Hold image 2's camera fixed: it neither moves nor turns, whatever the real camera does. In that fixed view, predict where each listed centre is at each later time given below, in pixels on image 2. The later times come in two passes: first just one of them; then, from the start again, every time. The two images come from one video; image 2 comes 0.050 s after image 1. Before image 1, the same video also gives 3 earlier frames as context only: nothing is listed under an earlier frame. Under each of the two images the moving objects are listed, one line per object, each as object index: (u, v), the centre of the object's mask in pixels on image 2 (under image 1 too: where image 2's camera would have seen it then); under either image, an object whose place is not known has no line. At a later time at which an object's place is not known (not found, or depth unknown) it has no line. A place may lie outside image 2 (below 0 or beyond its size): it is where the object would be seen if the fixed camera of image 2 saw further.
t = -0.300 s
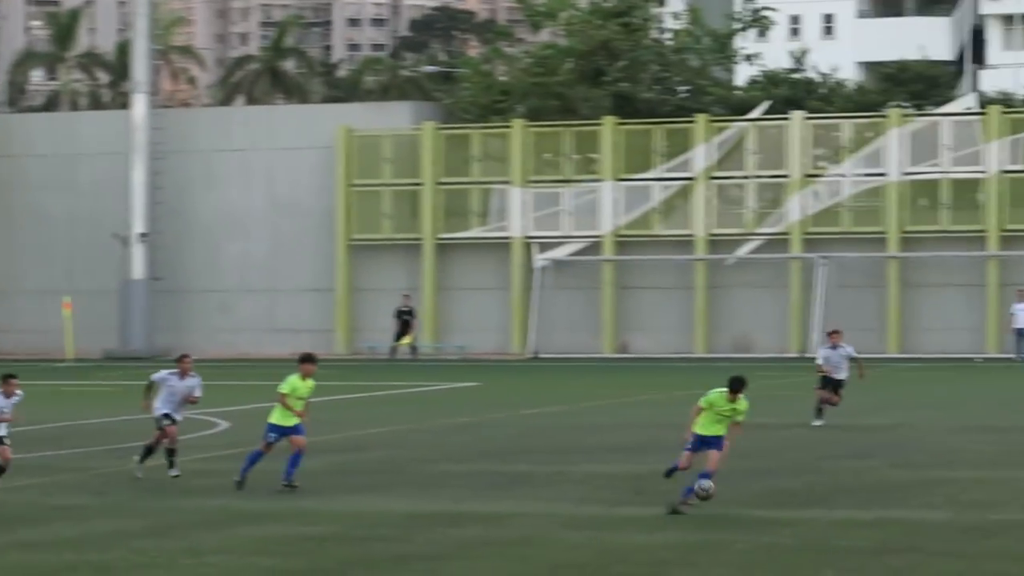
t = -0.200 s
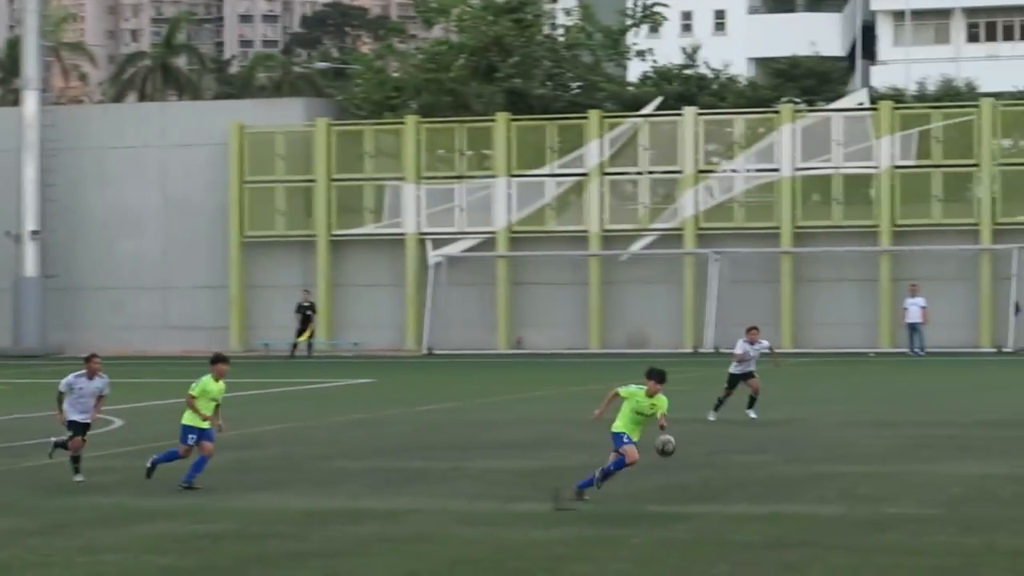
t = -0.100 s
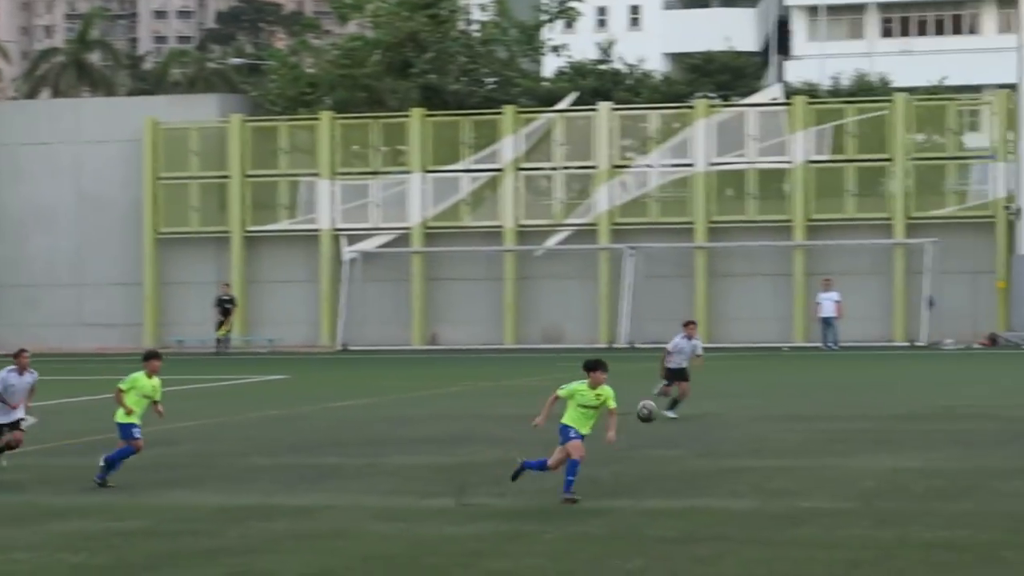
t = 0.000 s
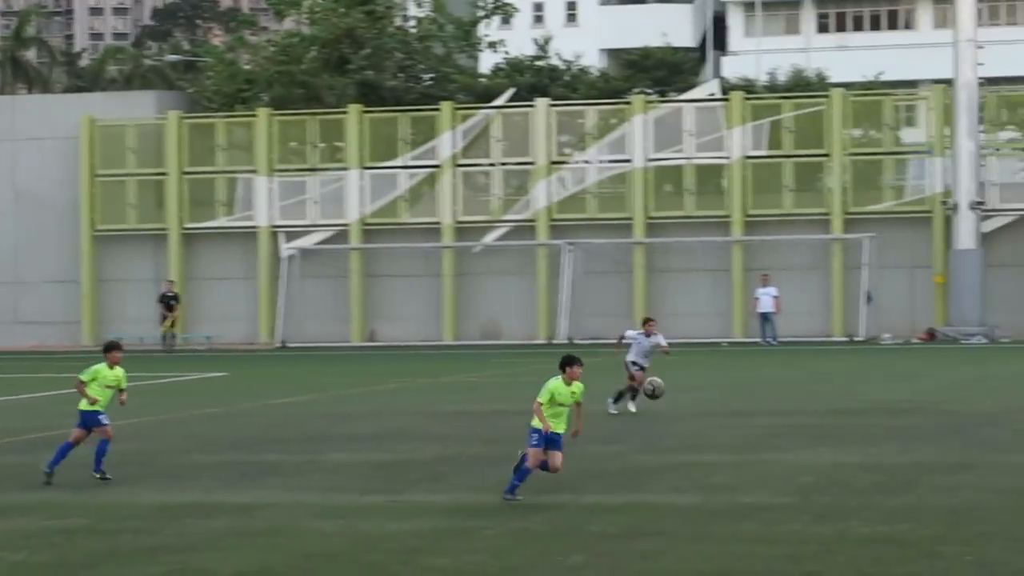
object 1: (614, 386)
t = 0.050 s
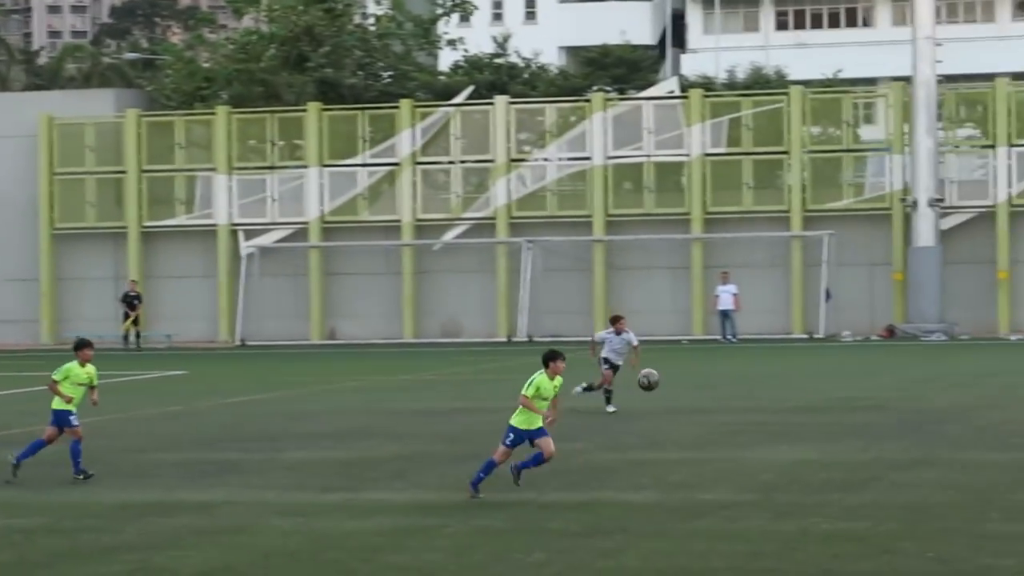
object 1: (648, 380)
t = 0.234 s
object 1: (772, 381)
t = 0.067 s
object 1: (659, 378)
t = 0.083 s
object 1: (671, 376)
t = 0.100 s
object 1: (682, 376)
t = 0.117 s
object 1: (693, 376)
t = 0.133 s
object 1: (704, 376)
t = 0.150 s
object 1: (716, 376)
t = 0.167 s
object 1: (727, 376)
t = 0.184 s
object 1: (739, 377)
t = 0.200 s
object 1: (750, 378)
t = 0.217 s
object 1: (761, 380)
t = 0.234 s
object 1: (772, 381)
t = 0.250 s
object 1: (784, 383)
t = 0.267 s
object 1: (796, 385)
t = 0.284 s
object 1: (807, 388)
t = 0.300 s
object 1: (819, 391)
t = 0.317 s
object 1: (830, 394)
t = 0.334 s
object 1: (842, 397)
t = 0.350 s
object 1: (852, 401)
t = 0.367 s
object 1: (863, 405)
